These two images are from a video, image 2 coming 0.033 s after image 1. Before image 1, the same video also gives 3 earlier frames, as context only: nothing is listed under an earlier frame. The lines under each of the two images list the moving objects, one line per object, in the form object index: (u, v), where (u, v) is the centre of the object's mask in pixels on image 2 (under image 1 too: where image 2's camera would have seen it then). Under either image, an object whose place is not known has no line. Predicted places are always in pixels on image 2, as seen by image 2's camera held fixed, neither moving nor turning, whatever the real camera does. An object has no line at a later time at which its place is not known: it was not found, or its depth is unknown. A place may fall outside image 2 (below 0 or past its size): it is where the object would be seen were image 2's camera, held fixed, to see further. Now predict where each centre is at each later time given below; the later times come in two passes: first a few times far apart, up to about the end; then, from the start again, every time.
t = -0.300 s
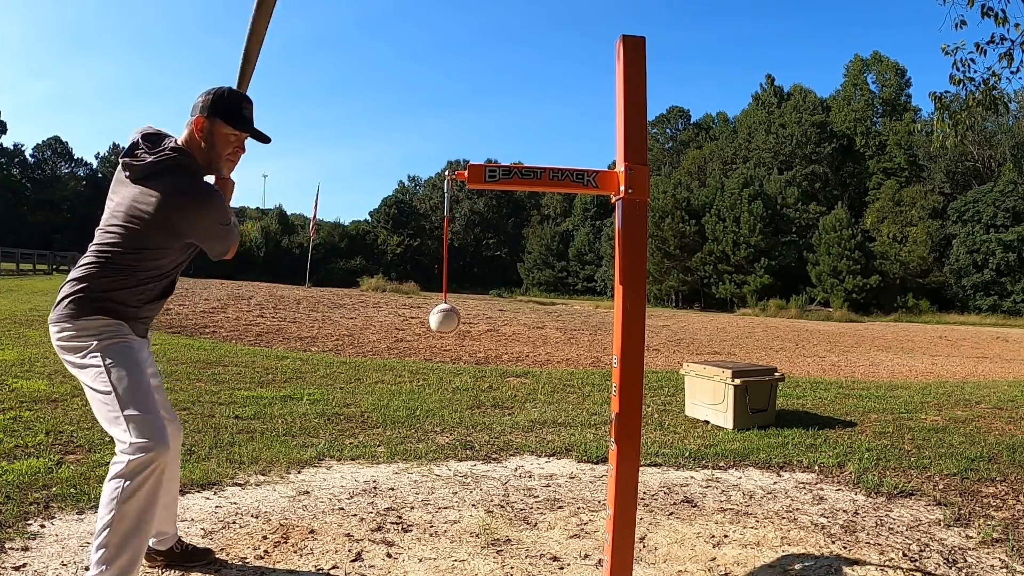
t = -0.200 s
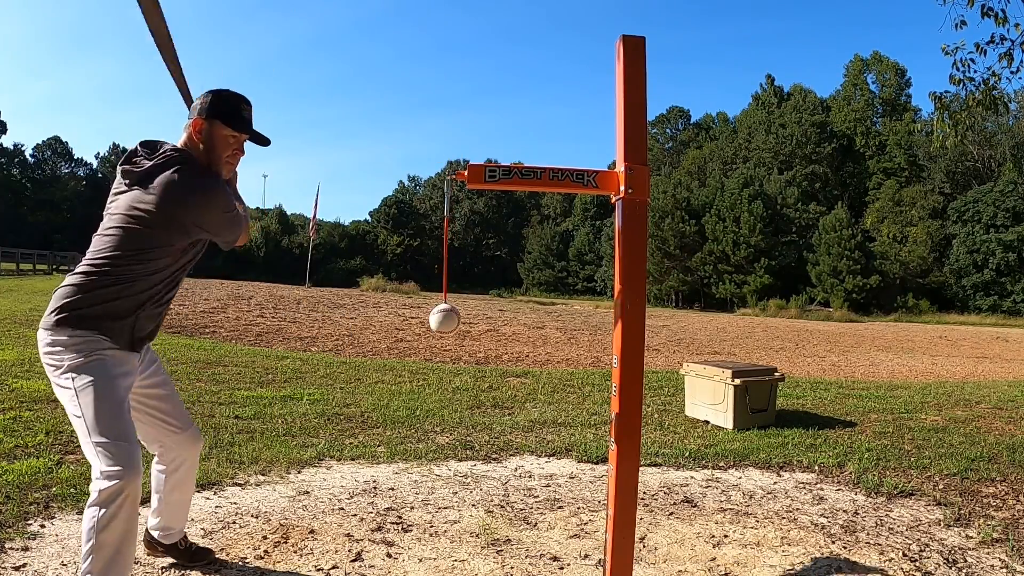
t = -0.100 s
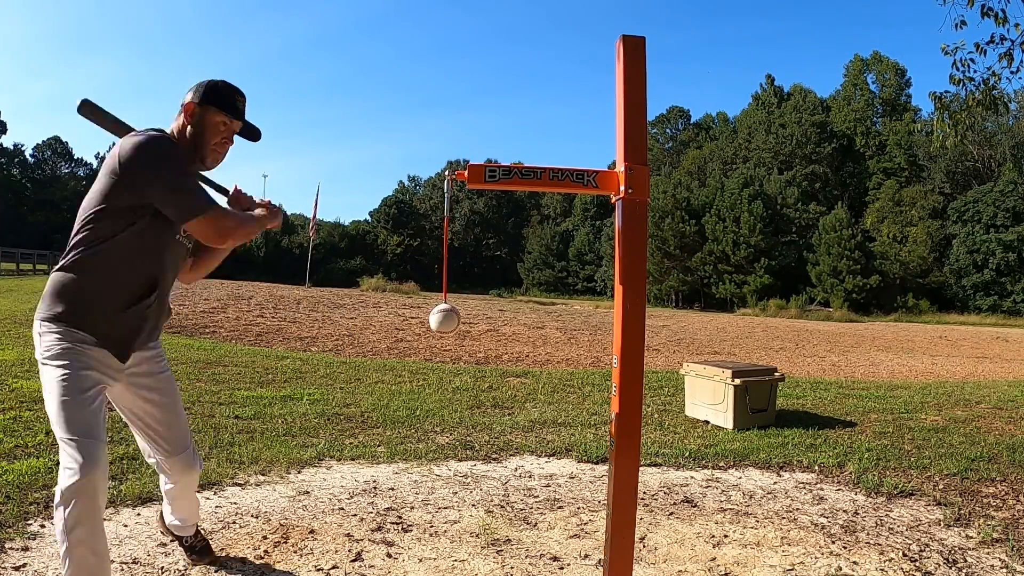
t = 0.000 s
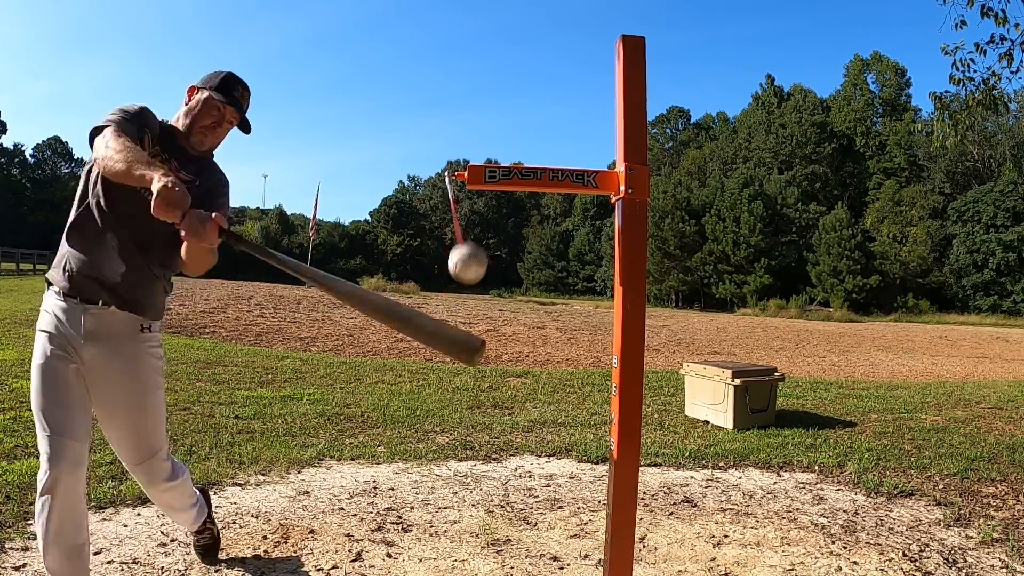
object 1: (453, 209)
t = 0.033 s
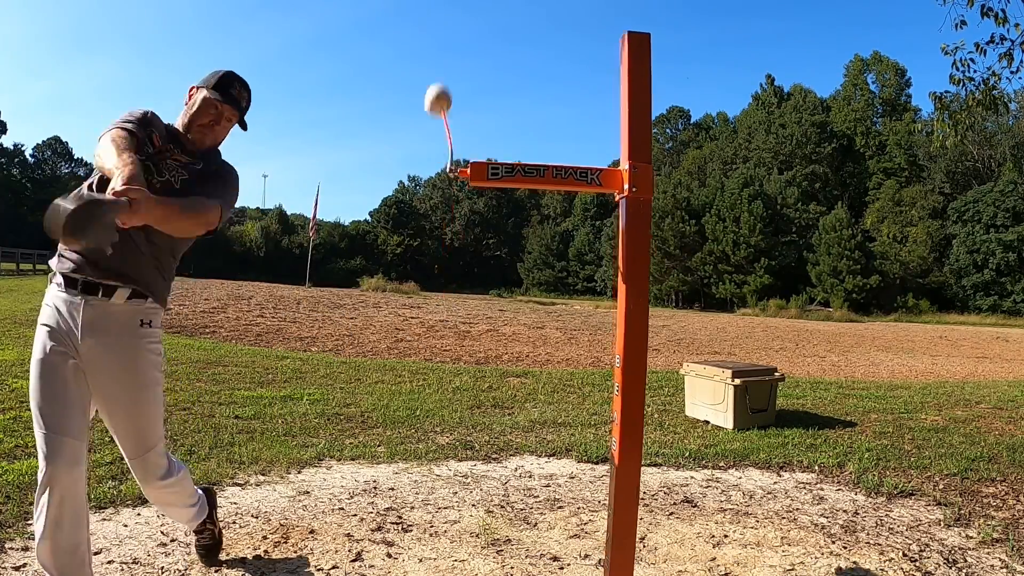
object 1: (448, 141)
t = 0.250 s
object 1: (453, 122)
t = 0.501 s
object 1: (442, 182)
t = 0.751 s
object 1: (442, 119)
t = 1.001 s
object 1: (448, 222)
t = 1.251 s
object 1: (458, 178)
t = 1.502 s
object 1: (447, 121)
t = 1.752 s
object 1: (437, 122)
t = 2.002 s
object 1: (435, 136)
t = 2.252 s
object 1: (436, 134)
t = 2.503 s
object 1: (439, 124)
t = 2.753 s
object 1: (448, 122)
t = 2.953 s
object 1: (462, 220)
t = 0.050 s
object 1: (448, 218)
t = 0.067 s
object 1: (457, 212)
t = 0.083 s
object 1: (455, 138)
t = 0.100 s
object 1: (441, 129)
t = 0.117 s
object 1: (440, 184)
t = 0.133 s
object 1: (447, 230)
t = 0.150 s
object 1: (449, 178)
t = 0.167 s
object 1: (454, 123)
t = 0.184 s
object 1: (442, 141)
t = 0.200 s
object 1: (443, 198)
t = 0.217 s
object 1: (453, 232)
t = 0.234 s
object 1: (448, 177)
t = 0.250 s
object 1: (453, 122)
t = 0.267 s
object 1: (441, 131)
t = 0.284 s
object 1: (444, 178)
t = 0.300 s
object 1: (448, 228)
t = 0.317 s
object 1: (458, 213)
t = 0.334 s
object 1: (458, 160)
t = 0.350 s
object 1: (449, 120)
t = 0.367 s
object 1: (439, 140)
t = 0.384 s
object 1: (444, 177)
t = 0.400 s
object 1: (447, 221)
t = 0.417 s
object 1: (459, 226)
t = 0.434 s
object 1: (450, 177)
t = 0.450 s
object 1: (456, 134)
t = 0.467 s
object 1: (444, 114)
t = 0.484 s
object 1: (437, 145)
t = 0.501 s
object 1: (442, 182)
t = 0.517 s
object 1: (446, 217)
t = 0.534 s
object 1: (457, 234)
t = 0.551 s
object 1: (463, 199)
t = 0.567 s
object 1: (459, 159)
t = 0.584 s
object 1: (452, 121)
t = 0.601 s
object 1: (441, 121)
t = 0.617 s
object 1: (437, 150)
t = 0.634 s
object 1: (443, 179)
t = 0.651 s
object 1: (444, 212)
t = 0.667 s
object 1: (453, 231)
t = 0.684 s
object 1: (461, 220)
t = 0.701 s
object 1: (460, 184)
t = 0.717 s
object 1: (460, 149)
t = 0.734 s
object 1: (452, 120)
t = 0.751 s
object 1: (442, 119)
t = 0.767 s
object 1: (436, 139)
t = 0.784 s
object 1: (436, 168)
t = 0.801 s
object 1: (441, 193)
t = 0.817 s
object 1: (447, 221)
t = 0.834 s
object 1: (454, 230)
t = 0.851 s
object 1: (462, 221)
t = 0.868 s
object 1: (462, 187)
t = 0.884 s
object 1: (459, 158)
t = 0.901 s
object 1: (454, 128)
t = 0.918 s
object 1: (444, 117)
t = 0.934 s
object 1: (438, 125)
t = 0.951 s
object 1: (434, 148)
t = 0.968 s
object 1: (435, 177)
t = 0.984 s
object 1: (442, 200)
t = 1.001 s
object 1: (448, 222)
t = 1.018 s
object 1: (456, 232)
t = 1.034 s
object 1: (464, 221)
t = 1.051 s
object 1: (462, 187)
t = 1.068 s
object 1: (457, 162)
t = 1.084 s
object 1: (454, 130)
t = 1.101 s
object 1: (446, 119)
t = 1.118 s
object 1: (439, 124)
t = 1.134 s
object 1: (436, 146)
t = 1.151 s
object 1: (437, 168)
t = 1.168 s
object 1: (442, 186)
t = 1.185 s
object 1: (446, 212)
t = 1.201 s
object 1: (452, 228)
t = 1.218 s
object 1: (460, 228)
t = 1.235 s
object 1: (463, 209)
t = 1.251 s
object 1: (458, 178)
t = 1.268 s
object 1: (458, 154)
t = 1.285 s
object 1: (452, 128)
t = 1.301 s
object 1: (444, 118)
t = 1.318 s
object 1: (438, 126)
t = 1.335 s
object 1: (435, 144)
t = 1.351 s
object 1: (436, 165)
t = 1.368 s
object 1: (441, 187)
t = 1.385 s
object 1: (445, 208)
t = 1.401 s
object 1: (451, 226)
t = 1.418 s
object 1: (459, 230)
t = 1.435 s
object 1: (463, 218)
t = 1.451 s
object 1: (462, 191)
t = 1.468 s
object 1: (456, 168)
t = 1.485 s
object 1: (455, 139)
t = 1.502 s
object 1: (447, 121)
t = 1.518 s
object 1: (441, 120)
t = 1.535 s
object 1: (436, 129)
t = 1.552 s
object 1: (434, 146)
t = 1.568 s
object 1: (434, 169)
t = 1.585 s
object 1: (442, 187)
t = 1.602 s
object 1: (446, 211)
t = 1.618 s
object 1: (452, 226)
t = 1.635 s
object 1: (459, 230)
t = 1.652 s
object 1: (464, 220)
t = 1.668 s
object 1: (463, 195)
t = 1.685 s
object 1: (453, 172)
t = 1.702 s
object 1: (455, 147)
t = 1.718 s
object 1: (449, 123)
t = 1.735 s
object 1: (442, 119)
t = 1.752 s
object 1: (437, 122)
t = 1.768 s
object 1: (434, 138)
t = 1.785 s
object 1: (435, 158)
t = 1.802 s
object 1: (438, 179)
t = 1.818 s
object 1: (443, 196)
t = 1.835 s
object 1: (448, 216)
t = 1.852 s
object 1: (454, 229)
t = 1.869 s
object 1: (461, 230)
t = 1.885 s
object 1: (463, 214)
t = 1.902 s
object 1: (462, 191)
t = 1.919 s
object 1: (450, 174)
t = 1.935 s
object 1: (454, 146)
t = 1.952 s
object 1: (448, 126)
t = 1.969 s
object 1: (442, 117)
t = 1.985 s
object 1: (437, 123)
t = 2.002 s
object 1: (435, 136)
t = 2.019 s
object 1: (435, 152)
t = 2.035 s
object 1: (435, 171)
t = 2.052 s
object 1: (441, 191)
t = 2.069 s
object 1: (446, 209)
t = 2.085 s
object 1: (451, 224)
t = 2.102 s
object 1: (457, 227)
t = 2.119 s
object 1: (462, 226)
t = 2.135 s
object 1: (462, 207)
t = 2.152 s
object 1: (458, 183)
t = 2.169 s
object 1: (455, 166)
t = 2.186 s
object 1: (454, 141)
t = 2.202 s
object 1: (448, 123)
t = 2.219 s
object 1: (442, 119)
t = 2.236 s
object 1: (439, 125)
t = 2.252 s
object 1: (436, 134)
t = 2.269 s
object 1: (435, 148)
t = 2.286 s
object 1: (435, 166)
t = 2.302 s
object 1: (440, 184)
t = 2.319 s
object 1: (444, 202)
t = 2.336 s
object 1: (448, 216)
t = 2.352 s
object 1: (453, 226)
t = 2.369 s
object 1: (458, 228)
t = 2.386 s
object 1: (462, 221)
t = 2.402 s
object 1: (462, 201)
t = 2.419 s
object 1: (455, 177)
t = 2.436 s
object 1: (456, 161)
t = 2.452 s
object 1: (454, 136)
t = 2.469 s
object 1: (448, 122)
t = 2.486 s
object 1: (443, 119)
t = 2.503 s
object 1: (439, 124)
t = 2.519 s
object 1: (437, 135)
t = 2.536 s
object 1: (436, 148)
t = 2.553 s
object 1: (438, 165)
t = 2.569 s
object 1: (442, 178)
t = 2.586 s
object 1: (443, 192)
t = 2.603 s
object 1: (445, 208)
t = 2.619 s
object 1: (450, 223)
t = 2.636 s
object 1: (455, 228)
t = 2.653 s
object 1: (460, 226)
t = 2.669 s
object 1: (461, 208)
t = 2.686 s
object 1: (462, 192)
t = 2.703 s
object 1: (450, 175)
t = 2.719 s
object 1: (457, 153)
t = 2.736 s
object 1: (454, 132)
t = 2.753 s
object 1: (448, 122)
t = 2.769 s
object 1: (443, 113)
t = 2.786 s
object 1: (439, 125)
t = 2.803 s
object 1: (437, 136)
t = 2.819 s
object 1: (436, 147)
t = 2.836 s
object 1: (433, 160)
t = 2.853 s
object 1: (439, 177)
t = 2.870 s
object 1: (441, 192)
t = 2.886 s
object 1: (444, 206)
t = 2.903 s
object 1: (448, 219)
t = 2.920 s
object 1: (453, 228)
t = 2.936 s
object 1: (458, 227)
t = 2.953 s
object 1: (462, 220)
